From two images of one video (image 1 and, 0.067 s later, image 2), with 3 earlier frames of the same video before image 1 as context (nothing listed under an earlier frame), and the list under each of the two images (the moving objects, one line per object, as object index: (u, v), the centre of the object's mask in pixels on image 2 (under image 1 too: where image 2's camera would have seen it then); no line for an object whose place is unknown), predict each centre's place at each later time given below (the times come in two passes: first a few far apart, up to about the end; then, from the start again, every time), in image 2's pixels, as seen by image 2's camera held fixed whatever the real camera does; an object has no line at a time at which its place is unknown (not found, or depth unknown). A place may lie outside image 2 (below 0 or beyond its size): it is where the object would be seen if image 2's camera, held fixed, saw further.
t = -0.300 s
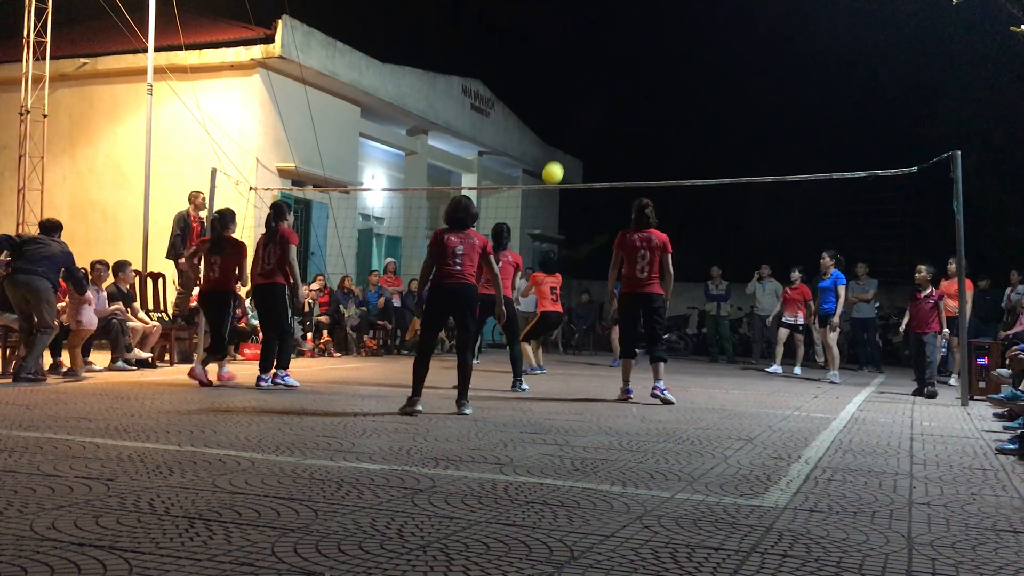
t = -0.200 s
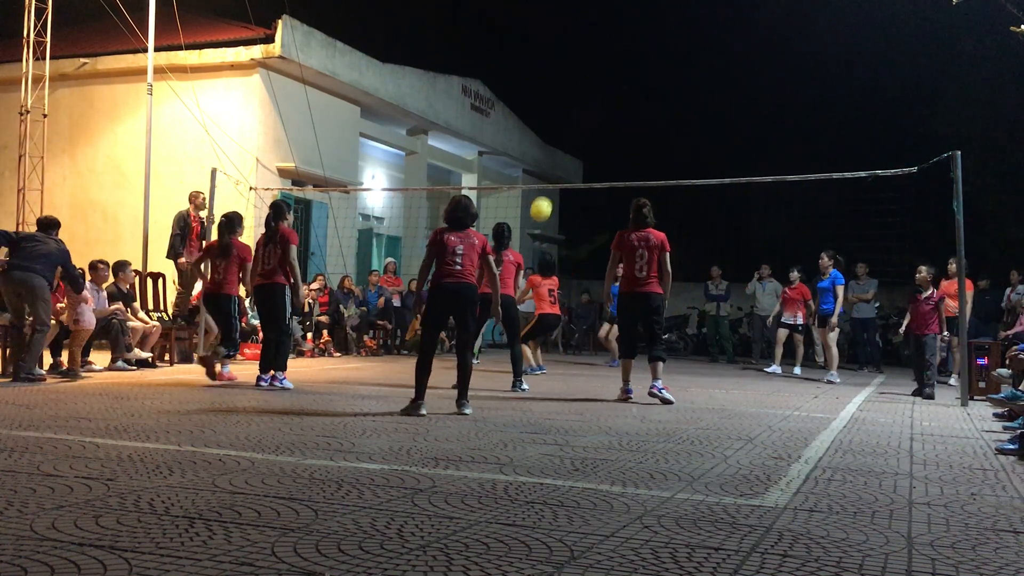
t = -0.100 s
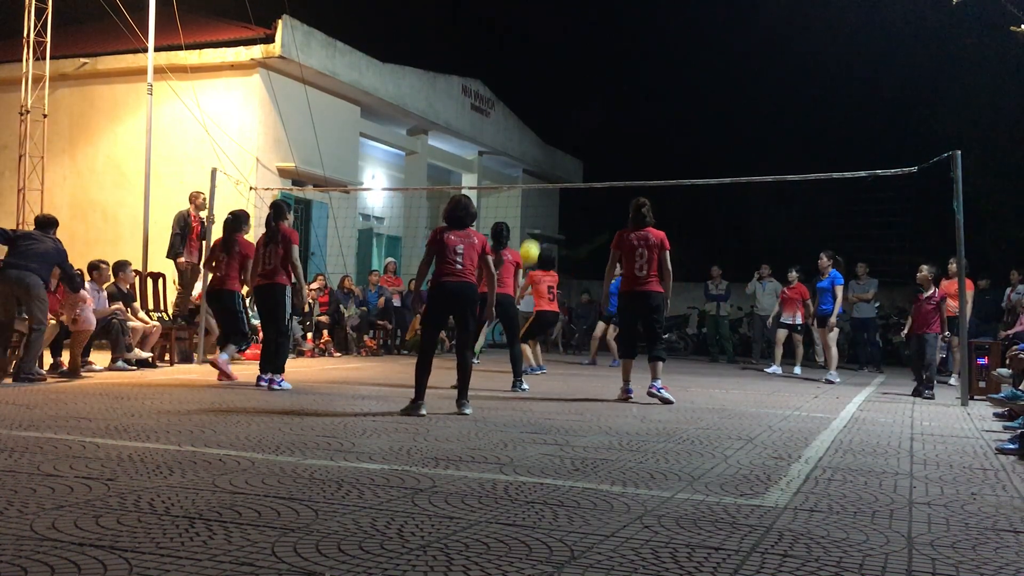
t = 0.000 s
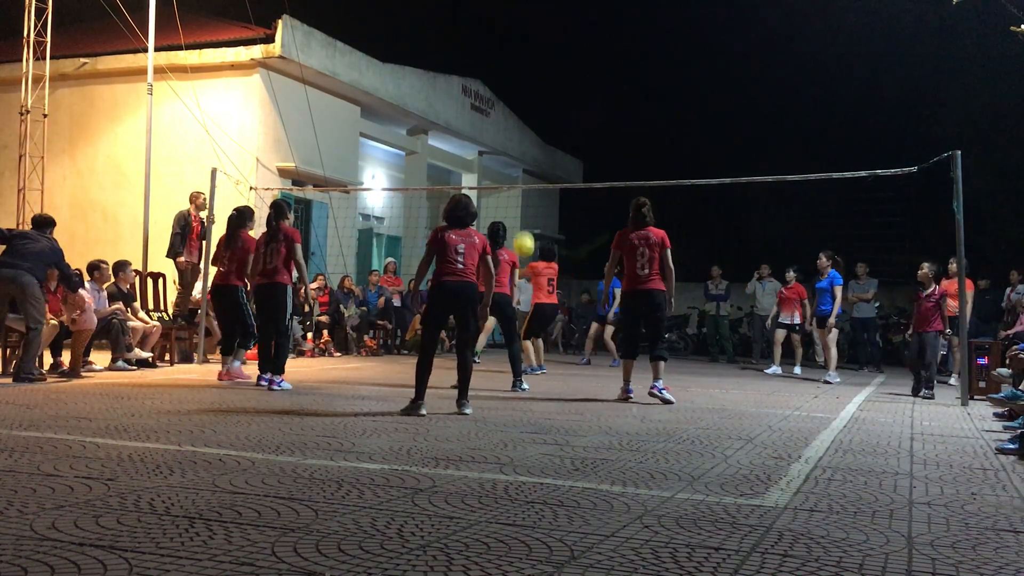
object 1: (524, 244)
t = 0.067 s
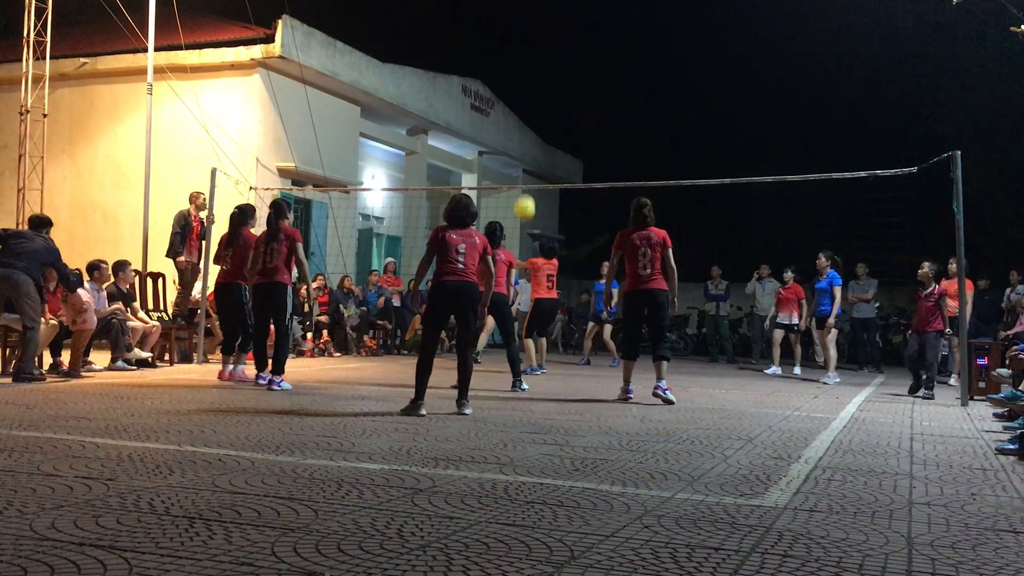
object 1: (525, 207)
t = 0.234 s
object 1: (526, 136)
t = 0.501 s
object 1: (526, 69)
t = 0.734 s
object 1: (524, 59)
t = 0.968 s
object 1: (521, 89)
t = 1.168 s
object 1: (519, 145)
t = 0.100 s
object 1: (525, 192)
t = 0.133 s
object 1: (525, 175)
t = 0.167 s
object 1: (526, 161)
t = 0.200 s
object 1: (526, 147)
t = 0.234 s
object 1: (526, 136)
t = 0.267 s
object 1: (526, 123)
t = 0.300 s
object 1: (527, 113)
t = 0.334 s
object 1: (527, 103)
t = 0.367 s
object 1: (527, 95)
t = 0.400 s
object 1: (527, 87)
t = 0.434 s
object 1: (526, 80)
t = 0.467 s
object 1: (526, 74)
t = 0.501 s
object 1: (526, 69)
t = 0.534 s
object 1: (526, 65)
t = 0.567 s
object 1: (526, 62)
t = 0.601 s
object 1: (525, 59)
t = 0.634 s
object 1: (525, 58)
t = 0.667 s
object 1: (525, 57)
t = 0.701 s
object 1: (524, 58)
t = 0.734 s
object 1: (524, 59)
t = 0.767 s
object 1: (524, 60)
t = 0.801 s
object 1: (523, 63)
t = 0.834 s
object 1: (523, 66)
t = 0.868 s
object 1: (523, 71)
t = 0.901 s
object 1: (522, 76)
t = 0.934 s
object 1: (522, 82)
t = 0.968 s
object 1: (521, 89)
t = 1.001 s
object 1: (521, 96)
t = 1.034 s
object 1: (521, 104)
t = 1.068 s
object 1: (520, 113)
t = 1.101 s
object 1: (520, 123)
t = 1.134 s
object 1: (519, 133)
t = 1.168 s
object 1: (519, 145)
